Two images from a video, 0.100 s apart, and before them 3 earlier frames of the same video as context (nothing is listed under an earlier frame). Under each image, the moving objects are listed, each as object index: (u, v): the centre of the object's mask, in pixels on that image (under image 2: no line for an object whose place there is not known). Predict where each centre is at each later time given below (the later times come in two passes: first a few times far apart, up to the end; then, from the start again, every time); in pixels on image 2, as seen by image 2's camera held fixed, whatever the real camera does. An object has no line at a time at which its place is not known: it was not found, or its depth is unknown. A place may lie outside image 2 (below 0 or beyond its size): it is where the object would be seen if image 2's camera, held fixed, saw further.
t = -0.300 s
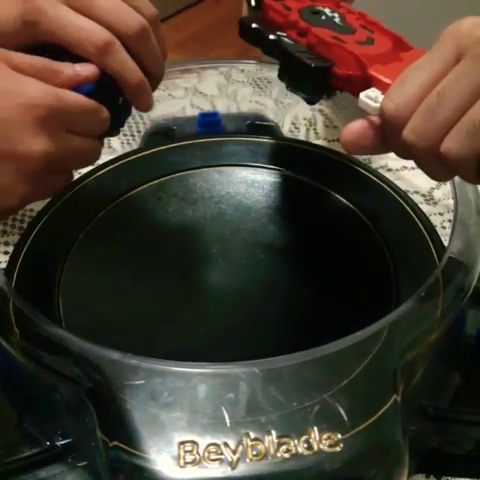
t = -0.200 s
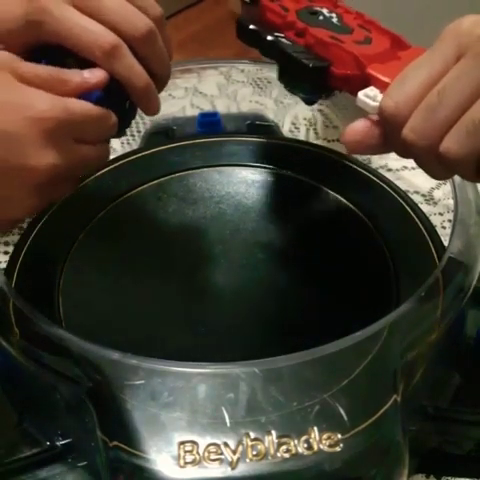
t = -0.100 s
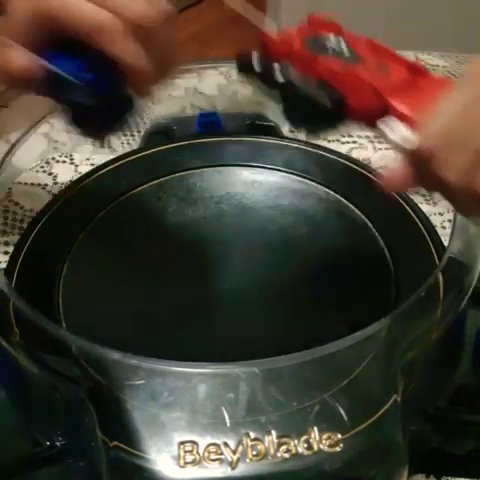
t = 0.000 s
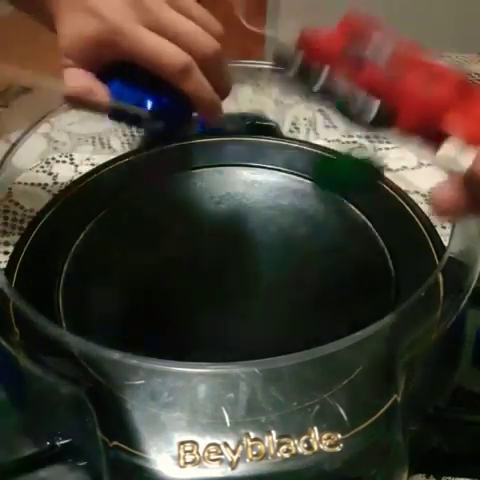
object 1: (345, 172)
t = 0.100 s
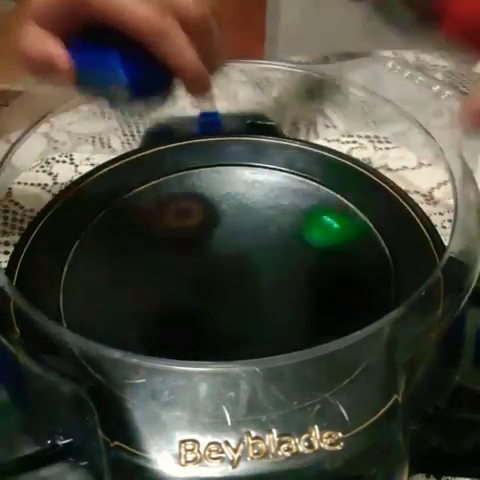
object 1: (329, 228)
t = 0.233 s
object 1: (249, 249)
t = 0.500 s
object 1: (126, 248)
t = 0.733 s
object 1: (167, 221)
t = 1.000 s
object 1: (174, 258)
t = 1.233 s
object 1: (94, 382)
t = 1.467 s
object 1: (194, 314)
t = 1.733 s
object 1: (385, 281)
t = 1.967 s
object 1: (352, 304)
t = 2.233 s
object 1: (308, 200)
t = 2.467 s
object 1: (275, 145)
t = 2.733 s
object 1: (186, 151)
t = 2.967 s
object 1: (163, 255)
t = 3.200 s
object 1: (238, 307)
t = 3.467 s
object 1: (278, 181)
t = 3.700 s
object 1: (189, 134)
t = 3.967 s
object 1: (138, 220)
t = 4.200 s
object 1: (210, 309)
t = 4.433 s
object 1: (304, 290)
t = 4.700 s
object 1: (326, 221)
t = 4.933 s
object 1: (208, 255)
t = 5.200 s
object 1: (147, 338)
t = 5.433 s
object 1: (134, 311)
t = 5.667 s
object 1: (234, 245)
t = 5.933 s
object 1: (337, 277)
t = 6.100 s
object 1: (297, 332)
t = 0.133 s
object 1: (310, 221)
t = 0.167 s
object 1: (291, 226)
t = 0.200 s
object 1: (269, 243)
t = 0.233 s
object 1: (249, 249)
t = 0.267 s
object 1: (229, 244)
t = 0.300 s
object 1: (210, 249)
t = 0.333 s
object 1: (187, 257)
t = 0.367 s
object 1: (171, 251)
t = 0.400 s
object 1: (156, 254)
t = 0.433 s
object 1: (143, 251)
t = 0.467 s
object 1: (134, 251)
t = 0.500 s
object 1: (126, 248)
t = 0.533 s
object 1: (123, 245)
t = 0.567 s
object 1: (123, 242)
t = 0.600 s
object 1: (126, 239)
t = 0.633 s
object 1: (132, 235)
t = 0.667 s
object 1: (141, 230)
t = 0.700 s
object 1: (153, 226)
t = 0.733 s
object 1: (167, 221)
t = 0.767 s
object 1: (184, 216)
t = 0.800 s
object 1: (185, 217)
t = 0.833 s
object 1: (178, 226)
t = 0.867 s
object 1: (173, 235)
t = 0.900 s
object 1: (170, 243)
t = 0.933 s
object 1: (169, 250)
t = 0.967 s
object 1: (171, 253)
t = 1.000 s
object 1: (174, 258)
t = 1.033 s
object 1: (180, 263)
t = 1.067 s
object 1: (158, 292)
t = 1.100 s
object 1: (129, 322)
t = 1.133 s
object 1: (100, 350)
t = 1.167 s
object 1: (91, 360)
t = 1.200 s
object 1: (86, 376)
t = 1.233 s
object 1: (94, 382)
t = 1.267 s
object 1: (103, 382)
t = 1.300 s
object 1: (115, 372)
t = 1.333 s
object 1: (131, 362)
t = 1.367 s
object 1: (155, 344)
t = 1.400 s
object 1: (167, 338)
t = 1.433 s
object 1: (180, 330)
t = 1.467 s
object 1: (194, 314)
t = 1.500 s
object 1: (206, 298)
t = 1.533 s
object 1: (217, 281)
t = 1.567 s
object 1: (227, 266)
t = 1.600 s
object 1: (257, 267)
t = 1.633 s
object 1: (293, 273)
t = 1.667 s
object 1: (326, 276)
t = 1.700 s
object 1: (358, 280)
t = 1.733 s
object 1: (385, 281)
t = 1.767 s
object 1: (402, 278)
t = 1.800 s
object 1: (410, 279)
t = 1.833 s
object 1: (409, 280)
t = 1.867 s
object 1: (400, 286)
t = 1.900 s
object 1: (389, 291)
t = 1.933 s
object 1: (373, 298)
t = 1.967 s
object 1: (352, 304)
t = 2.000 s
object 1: (327, 305)
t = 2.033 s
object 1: (296, 304)
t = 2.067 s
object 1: (276, 298)
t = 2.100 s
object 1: (284, 276)
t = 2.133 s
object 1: (292, 256)
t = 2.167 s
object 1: (300, 236)
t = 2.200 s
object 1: (305, 215)
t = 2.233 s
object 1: (308, 200)
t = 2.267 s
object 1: (309, 183)
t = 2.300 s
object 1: (305, 167)
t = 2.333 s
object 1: (301, 158)
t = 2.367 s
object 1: (296, 150)
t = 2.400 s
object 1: (290, 145)
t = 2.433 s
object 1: (282, 144)
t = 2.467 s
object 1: (275, 145)
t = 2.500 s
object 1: (267, 150)
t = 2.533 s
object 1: (258, 156)
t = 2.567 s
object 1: (249, 164)
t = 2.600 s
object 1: (236, 169)
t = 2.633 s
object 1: (222, 158)
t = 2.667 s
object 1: (208, 153)
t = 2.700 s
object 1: (197, 148)
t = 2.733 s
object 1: (186, 151)
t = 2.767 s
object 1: (176, 158)
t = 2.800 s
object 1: (168, 170)
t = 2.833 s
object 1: (163, 185)
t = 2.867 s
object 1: (161, 201)
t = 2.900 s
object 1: (158, 218)
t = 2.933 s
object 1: (158, 235)
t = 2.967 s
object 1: (163, 255)
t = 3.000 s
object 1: (168, 274)
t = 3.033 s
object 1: (175, 290)
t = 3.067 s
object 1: (183, 306)
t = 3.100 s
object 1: (195, 315)
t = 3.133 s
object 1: (210, 318)
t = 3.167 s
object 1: (224, 314)
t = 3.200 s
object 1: (238, 307)
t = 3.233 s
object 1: (251, 297)
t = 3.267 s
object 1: (265, 285)
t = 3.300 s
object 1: (280, 274)
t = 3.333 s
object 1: (291, 264)
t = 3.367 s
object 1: (300, 250)
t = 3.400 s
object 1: (295, 227)
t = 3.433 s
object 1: (287, 204)
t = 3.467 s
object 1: (278, 181)
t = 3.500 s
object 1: (265, 160)
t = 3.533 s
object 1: (252, 142)
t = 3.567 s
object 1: (240, 139)
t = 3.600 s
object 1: (226, 133)
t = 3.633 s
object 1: (213, 130)
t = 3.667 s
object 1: (201, 131)
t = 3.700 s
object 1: (189, 134)
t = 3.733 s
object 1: (177, 138)
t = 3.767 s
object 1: (167, 143)
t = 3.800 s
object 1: (159, 150)
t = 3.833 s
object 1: (151, 162)
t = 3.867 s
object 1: (147, 174)
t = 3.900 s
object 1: (142, 188)
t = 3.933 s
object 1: (140, 205)
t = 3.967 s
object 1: (138, 220)
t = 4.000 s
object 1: (140, 238)
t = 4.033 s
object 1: (143, 255)
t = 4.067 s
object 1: (150, 272)
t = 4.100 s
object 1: (161, 287)
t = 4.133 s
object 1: (175, 296)
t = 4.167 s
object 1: (192, 305)
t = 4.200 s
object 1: (210, 309)
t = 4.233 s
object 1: (229, 311)
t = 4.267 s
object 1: (244, 312)
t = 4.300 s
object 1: (260, 311)
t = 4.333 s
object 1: (271, 309)
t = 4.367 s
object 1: (279, 306)
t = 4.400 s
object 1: (286, 302)
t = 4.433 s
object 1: (304, 290)
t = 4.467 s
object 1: (321, 278)
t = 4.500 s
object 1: (334, 267)
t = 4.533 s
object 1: (344, 254)
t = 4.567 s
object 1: (349, 243)
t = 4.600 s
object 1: (349, 234)
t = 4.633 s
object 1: (345, 227)
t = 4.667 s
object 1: (338, 223)
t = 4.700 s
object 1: (326, 221)
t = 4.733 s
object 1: (312, 220)
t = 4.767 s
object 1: (295, 222)
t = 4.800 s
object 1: (279, 225)
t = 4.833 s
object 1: (260, 230)
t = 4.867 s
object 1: (242, 237)
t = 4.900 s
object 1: (224, 244)
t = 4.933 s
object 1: (208, 255)
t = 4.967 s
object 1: (191, 266)
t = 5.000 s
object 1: (171, 277)
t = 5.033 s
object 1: (159, 287)
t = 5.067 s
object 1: (155, 306)
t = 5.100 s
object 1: (154, 321)
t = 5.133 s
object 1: (151, 330)
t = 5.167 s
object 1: (149, 336)
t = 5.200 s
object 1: (147, 338)
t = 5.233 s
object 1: (144, 340)
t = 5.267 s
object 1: (142, 340)
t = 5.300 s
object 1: (139, 339)
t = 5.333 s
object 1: (136, 335)
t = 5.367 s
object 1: (134, 331)
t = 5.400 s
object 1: (131, 323)
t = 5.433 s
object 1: (134, 311)
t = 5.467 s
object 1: (142, 297)
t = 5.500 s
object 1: (155, 285)
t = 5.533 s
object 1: (169, 273)
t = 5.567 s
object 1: (184, 263)
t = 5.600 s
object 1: (202, 254)
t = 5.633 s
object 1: (220, 247)
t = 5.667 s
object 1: (234, 245)
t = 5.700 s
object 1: (248, 243)
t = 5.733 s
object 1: (263, 244)
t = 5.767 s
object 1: (278, 245)
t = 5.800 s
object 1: (292, 249)
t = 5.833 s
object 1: (306, 253)
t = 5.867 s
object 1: (318, 259)
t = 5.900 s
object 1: (329, 267)
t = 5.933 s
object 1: (337, 277)
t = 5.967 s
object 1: (341, 289)
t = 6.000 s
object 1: (340, 301)
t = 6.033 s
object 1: (333, 313)
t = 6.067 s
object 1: (318, 323)
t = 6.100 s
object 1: (297, 332)
